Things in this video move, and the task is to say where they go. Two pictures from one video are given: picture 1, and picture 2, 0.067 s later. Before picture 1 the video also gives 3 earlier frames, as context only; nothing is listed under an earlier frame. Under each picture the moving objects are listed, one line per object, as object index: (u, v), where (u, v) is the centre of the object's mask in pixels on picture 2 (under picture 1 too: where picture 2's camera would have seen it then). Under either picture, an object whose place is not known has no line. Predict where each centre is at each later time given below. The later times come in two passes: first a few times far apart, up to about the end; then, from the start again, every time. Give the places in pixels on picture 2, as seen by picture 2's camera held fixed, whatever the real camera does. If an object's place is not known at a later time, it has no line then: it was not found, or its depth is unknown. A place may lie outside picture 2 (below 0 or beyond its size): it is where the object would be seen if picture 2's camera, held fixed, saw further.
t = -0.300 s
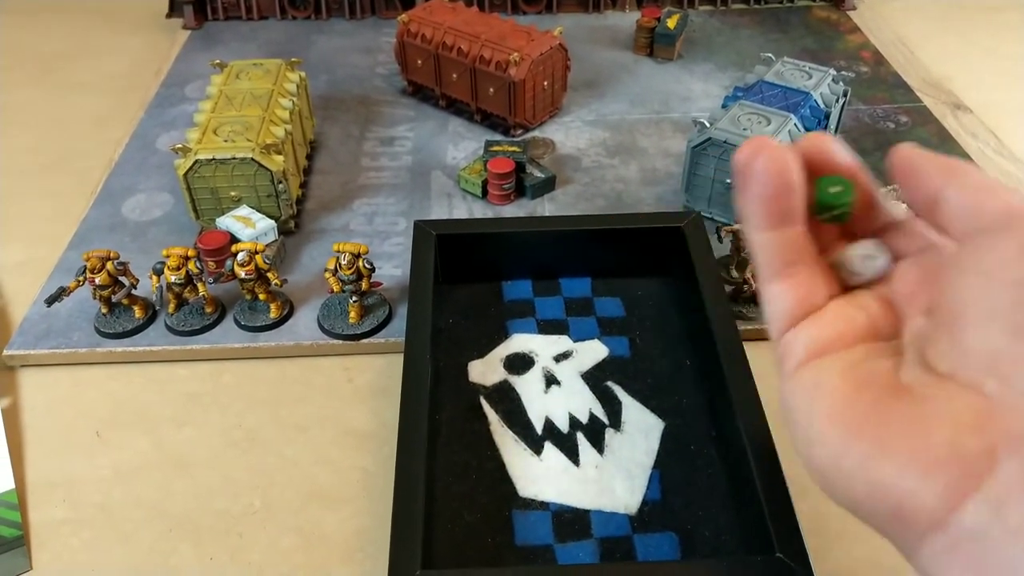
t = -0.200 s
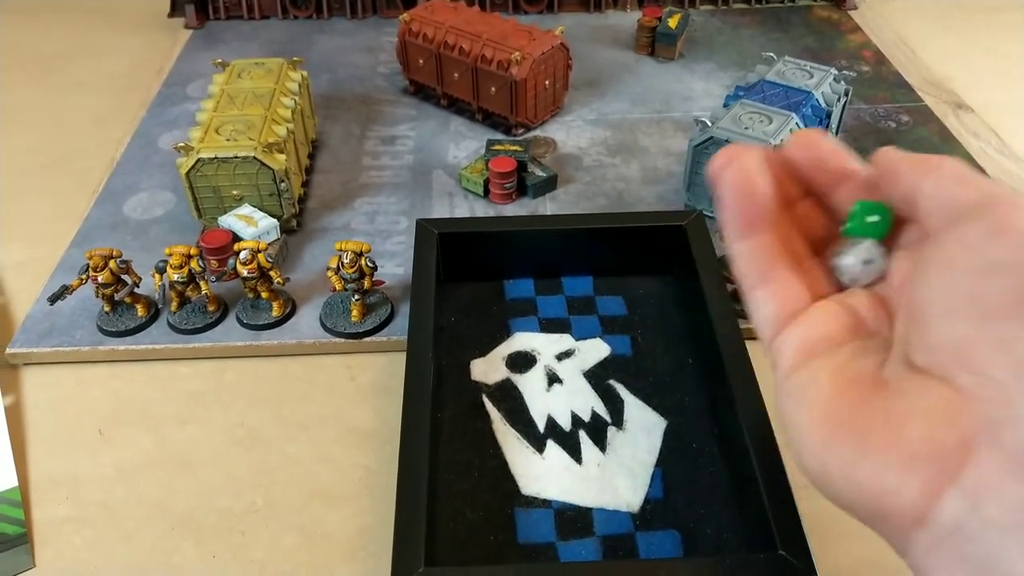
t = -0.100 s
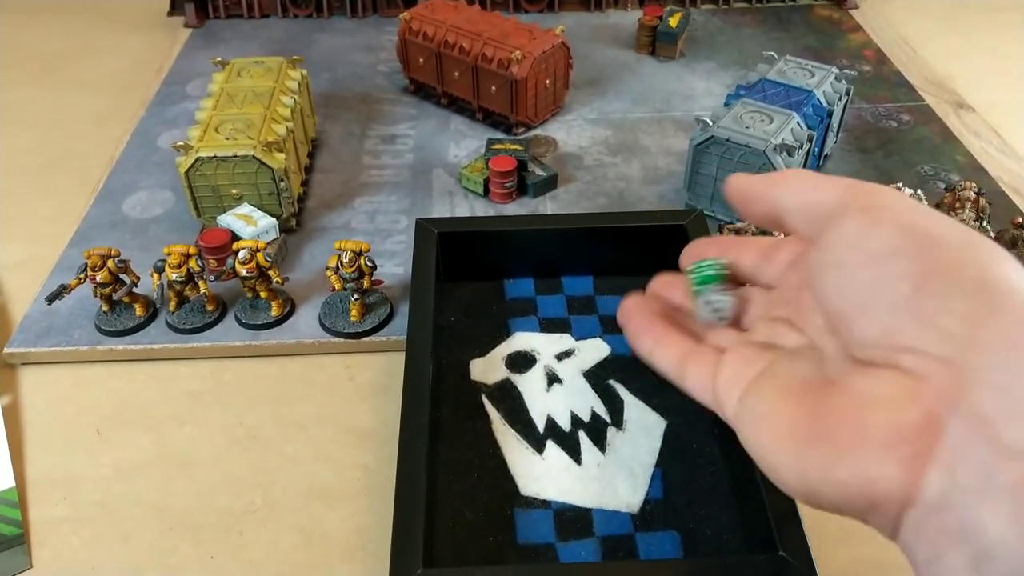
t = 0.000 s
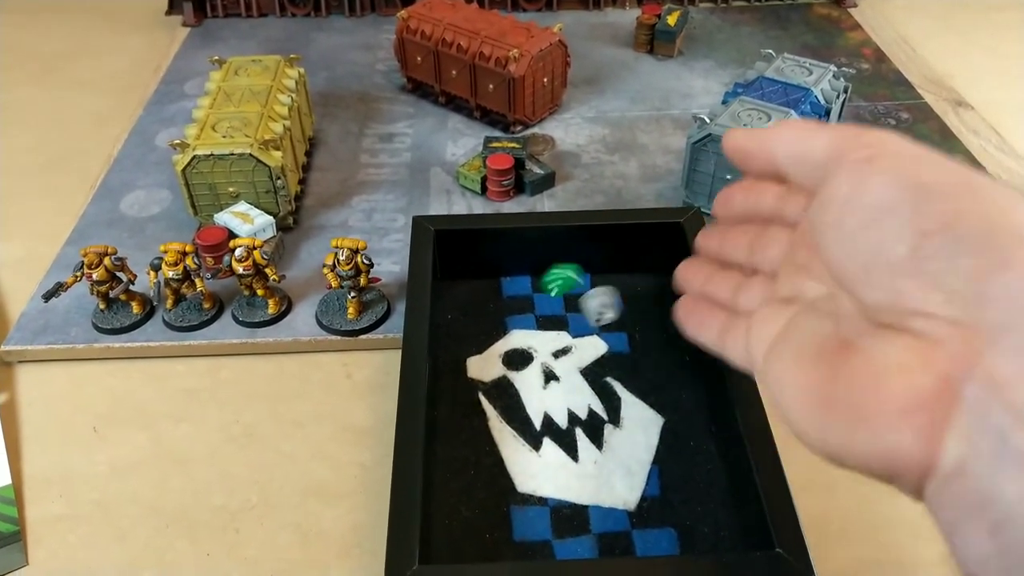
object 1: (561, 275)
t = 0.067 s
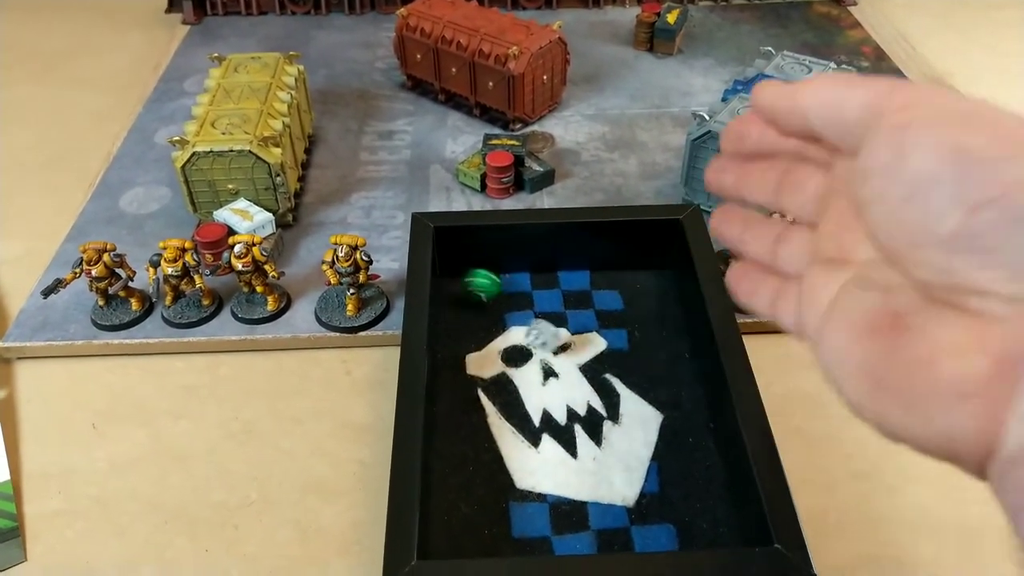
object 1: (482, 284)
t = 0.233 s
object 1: (564, 280)
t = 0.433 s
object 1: (649, 297)
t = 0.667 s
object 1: (649, 297)
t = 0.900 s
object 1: (649, 298)
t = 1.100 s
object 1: (650, 297)
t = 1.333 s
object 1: (650, 297)
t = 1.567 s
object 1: (650, 297)
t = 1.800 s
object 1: (649, 297)
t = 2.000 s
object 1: (649, 297)
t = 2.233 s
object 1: (650, 297)
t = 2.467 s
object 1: (649, 298)
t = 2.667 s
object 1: (649, 298)
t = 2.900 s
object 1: (649, 298)
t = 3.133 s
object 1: (649, 298)
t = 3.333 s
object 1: (649, 298)
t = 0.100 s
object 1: (467, 281)
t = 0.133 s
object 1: (498, 275)
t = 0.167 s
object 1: (519, 276)
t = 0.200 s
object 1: (542, 279)
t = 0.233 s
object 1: (564, 280)
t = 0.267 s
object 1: (585, 283)
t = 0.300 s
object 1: (603, 284)
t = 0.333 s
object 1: (622, 288)
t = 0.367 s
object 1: (637, 294)
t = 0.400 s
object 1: (647, 296)
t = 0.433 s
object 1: (649, 297)
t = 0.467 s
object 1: (649, 297)
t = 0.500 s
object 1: (649, 297)
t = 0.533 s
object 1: (649, 297)
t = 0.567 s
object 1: (649, 297)
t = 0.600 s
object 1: (649, 297)
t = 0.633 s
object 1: (649, 297)
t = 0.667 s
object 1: (649, 297)
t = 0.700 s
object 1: (649, 297)
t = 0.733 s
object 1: (649, 297)
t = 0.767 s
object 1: (649, 297)
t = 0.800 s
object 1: (649, 297)
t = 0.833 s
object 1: (649, 297)
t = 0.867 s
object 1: (649, 297)
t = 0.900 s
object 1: (649, 298)
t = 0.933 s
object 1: (649, 297)
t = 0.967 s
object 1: (649, 297)
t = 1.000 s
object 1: (649, 297)
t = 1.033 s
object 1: (650, 298)
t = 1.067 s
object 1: (650, 298)
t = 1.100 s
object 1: (650, 297)
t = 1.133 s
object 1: (650, 297)
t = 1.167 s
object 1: (649, 297)
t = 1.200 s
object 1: (649, 297)
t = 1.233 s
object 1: (650, 297)
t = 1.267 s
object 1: (650, 297)
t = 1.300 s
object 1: (650, 297)
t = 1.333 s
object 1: (650, 297)
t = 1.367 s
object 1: (650, 297)
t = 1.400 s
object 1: (649, 297)
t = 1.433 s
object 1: (649, 298)
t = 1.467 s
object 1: (649, 297)
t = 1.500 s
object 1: (650, 297)
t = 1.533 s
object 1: (650, 297)
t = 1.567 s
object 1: (650, 297)
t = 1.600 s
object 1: (649, 297)
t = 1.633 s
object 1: (649, 297)
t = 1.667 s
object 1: (649, 297)
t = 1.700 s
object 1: (649, 297)
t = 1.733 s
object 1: (649, 297)
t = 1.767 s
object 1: (649, 297)
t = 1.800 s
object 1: (649, 297)
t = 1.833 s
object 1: (649, 297)
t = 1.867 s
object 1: (649, 298)
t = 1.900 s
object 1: (649, 298)
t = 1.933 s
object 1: (650, 297)
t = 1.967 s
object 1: (649, 297)
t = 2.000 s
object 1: (649, 297)
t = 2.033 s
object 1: (649, 297)
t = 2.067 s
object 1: (649, 297)
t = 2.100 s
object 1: (649, 298)
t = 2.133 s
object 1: (649, 298)
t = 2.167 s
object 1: (650, 297)
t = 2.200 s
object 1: (650, 298)
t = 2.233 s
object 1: (650, 297)
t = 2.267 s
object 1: (650, 298)
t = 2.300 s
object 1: (650, 298)
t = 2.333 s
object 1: (650, 298)
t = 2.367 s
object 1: (649, 298)
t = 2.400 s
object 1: (650, 298)
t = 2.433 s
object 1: (649, 298)
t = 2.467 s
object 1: (649, 298)
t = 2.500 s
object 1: (649, 298)
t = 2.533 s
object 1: (650, 298)
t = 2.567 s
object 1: (650, 298)
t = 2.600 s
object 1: (650, 298)
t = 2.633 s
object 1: (650, 298)
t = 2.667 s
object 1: (649, 298)
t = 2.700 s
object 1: (650, 298)
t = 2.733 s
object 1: (649, 298)
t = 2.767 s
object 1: (649, 298)
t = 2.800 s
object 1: (649, 298)
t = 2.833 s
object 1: (649, 298)
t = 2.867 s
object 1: (649, 298)
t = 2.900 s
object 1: (649, 298)
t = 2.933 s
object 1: (649, 298)
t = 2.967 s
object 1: (650, 298)
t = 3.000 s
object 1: (650, 297)
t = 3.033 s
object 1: (649, 298)
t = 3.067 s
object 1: (650, 298)
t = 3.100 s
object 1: (650, 298)
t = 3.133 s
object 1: (649, 298)
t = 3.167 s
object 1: (649, 298)
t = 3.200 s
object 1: (649, 298)
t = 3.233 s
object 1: (649, 298)
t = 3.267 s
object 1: (649, 298)
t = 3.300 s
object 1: (649, 298)
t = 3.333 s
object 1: (649, 298)
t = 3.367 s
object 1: (649, 298)
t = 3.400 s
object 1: (649, 297)
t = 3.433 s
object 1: (649, 297)
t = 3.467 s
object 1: (649, 298)
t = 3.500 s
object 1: (649, 298)
